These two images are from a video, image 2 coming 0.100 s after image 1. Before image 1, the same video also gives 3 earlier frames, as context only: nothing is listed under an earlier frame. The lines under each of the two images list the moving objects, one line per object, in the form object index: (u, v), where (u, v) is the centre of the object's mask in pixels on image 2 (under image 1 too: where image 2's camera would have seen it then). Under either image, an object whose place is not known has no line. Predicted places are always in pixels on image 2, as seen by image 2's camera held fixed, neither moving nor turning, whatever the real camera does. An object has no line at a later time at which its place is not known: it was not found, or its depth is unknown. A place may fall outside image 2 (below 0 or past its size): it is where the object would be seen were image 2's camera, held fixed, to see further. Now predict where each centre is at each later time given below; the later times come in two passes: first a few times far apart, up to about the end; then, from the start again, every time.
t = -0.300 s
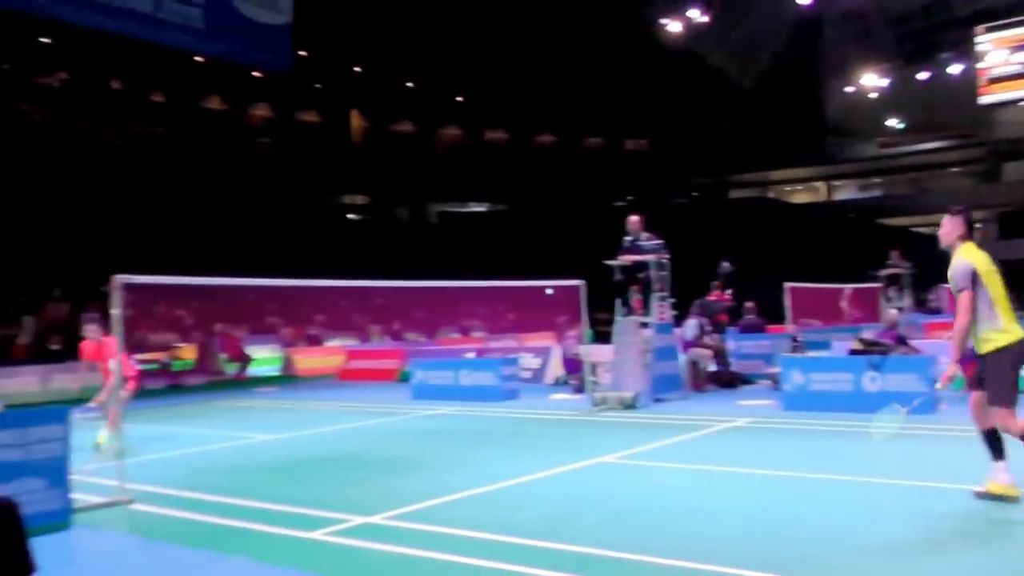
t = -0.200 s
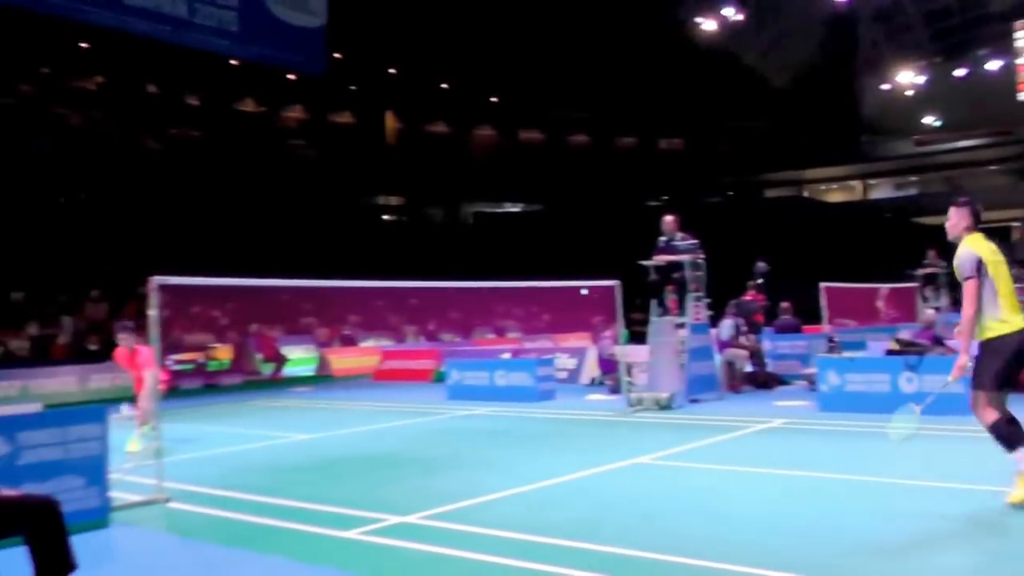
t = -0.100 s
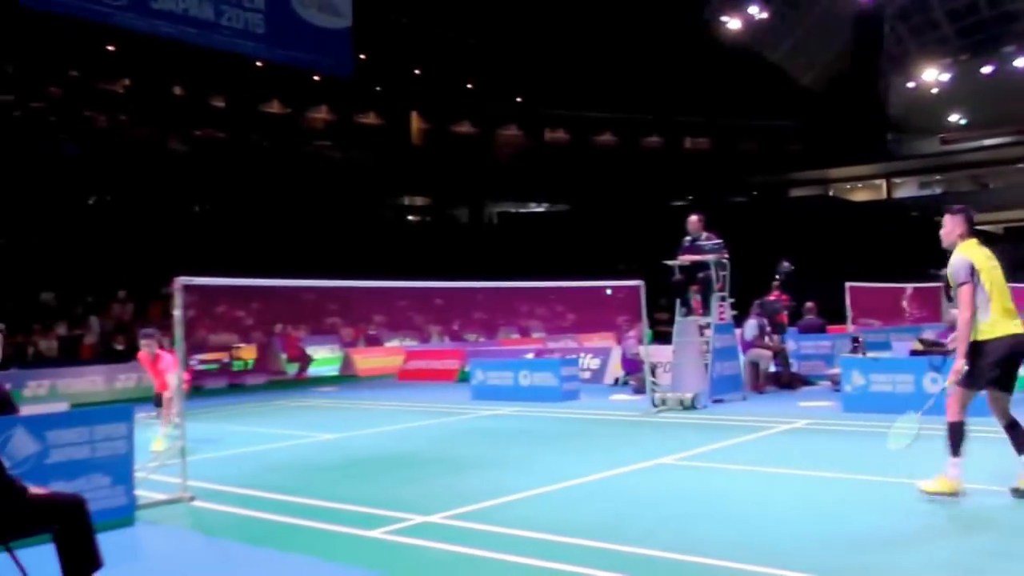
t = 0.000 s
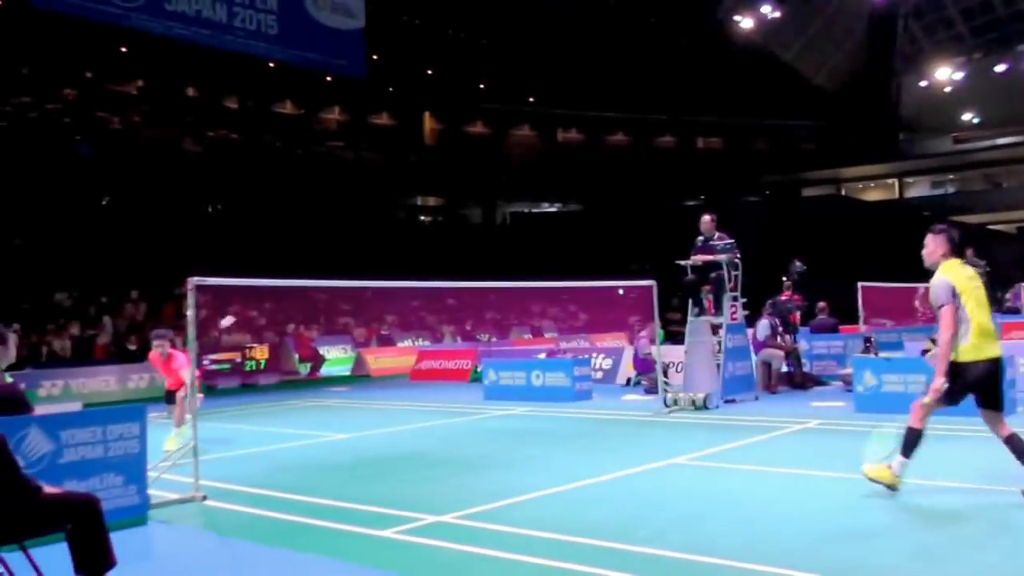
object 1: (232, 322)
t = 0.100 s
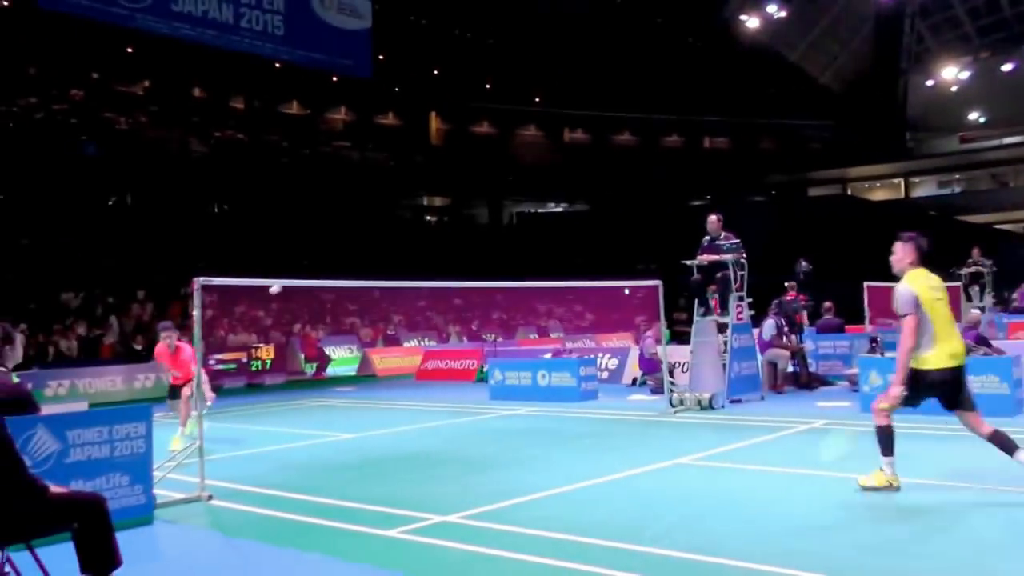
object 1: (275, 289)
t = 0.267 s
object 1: (342, 254)
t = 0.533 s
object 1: (444, 271)
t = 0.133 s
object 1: (291, 277)
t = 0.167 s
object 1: (303, 271)
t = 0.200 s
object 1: (316, 263)
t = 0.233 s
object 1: (329, 258)
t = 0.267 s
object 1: (342, 254)
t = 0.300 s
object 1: (355, 251)
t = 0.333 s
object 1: (368, 249)
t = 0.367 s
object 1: (381, 250)
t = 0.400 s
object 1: (393, 251)
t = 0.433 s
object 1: (406, 254)
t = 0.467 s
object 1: (419, 258)
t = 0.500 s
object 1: (432, 264)
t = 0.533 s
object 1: (444, 271)
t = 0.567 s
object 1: (456, 277)
